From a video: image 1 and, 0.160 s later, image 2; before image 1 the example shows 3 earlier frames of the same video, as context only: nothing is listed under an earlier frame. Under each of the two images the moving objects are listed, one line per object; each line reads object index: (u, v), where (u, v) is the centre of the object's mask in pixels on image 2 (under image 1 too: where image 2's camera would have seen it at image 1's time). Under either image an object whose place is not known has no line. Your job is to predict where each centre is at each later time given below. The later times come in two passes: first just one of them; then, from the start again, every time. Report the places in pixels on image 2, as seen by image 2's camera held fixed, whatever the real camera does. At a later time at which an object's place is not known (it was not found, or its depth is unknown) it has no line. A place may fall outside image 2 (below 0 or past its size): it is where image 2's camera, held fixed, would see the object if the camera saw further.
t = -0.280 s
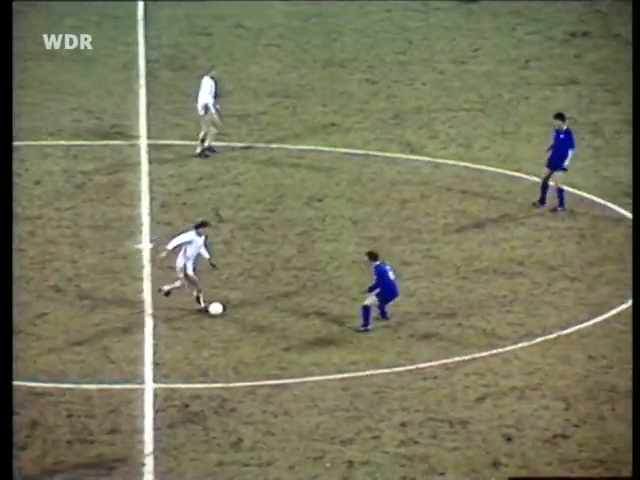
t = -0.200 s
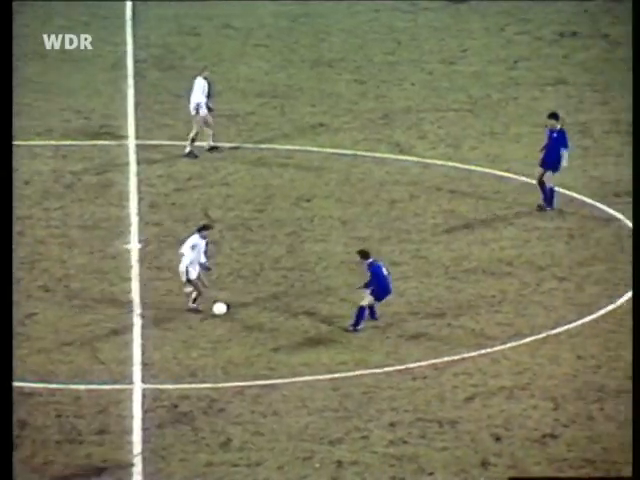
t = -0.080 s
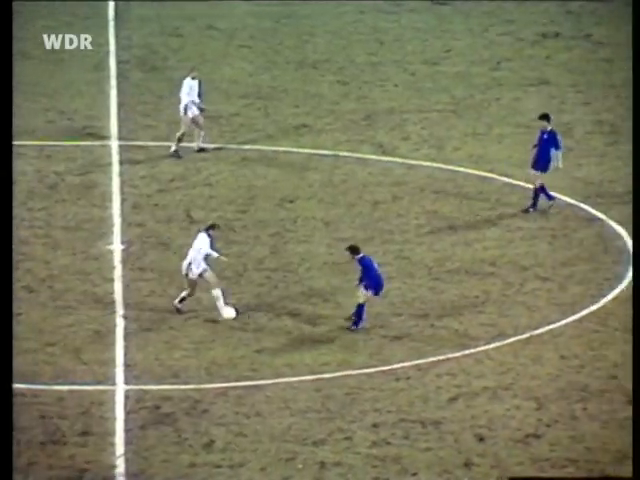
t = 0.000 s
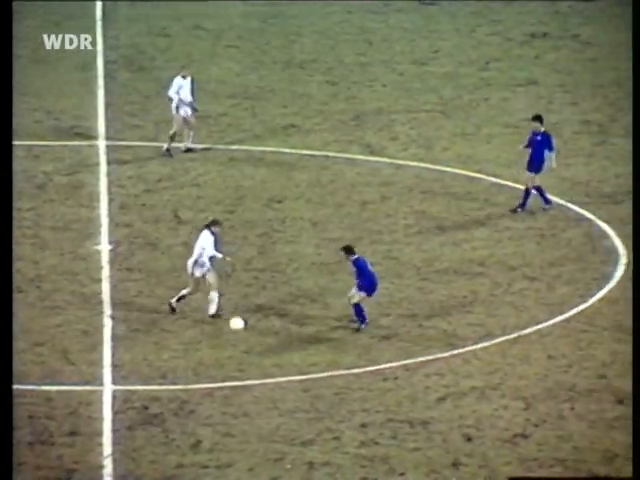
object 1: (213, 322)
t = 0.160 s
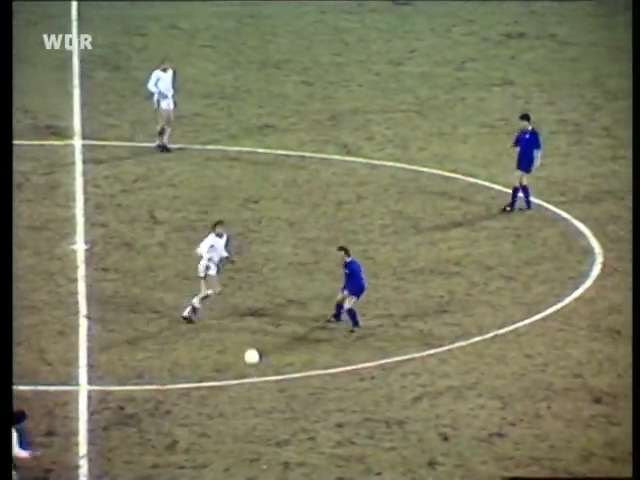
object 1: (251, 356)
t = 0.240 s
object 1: (269, 377)
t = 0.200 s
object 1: (260, 367)
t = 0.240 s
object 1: (269, 377)
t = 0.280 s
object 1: (278, 390)
